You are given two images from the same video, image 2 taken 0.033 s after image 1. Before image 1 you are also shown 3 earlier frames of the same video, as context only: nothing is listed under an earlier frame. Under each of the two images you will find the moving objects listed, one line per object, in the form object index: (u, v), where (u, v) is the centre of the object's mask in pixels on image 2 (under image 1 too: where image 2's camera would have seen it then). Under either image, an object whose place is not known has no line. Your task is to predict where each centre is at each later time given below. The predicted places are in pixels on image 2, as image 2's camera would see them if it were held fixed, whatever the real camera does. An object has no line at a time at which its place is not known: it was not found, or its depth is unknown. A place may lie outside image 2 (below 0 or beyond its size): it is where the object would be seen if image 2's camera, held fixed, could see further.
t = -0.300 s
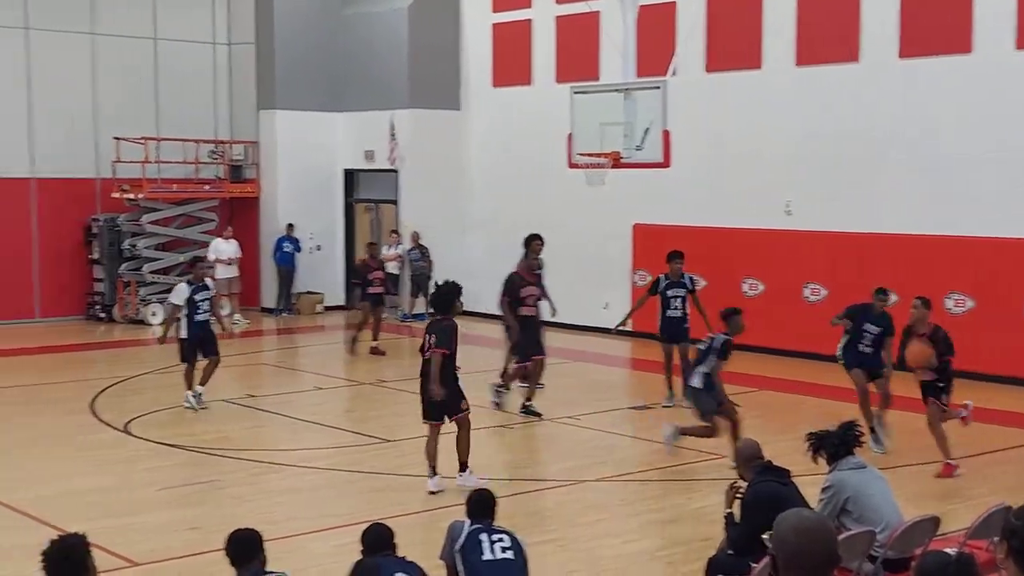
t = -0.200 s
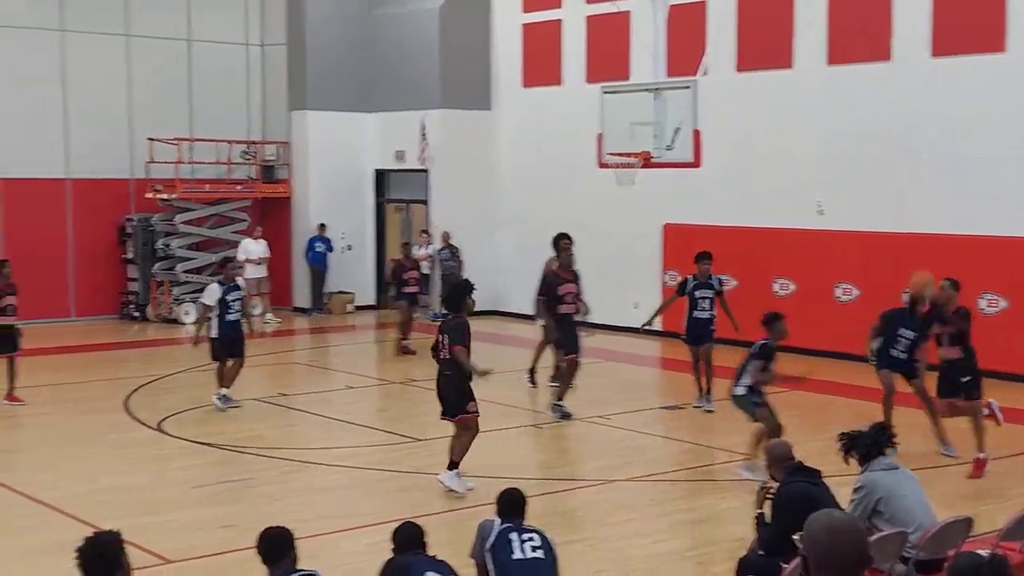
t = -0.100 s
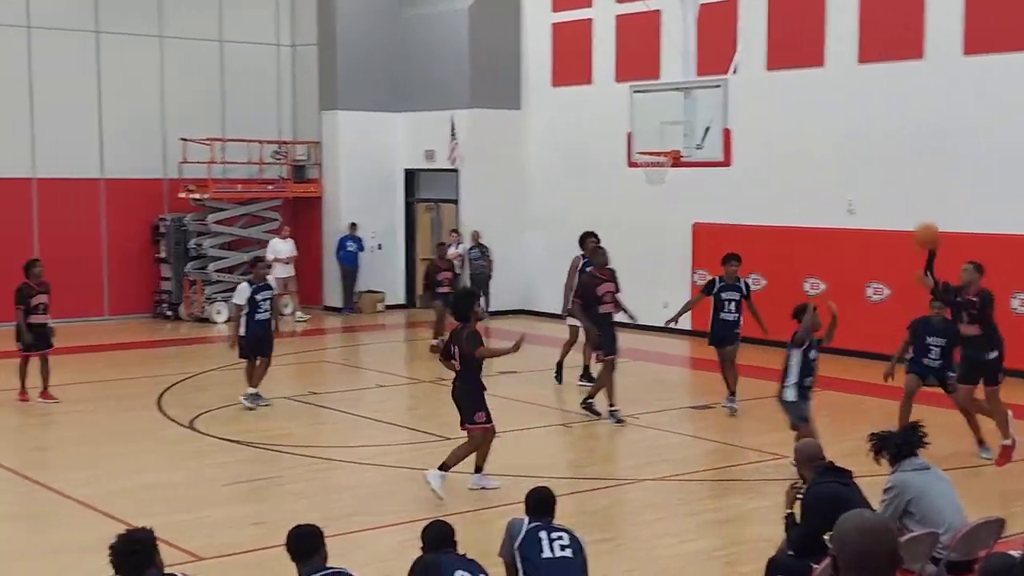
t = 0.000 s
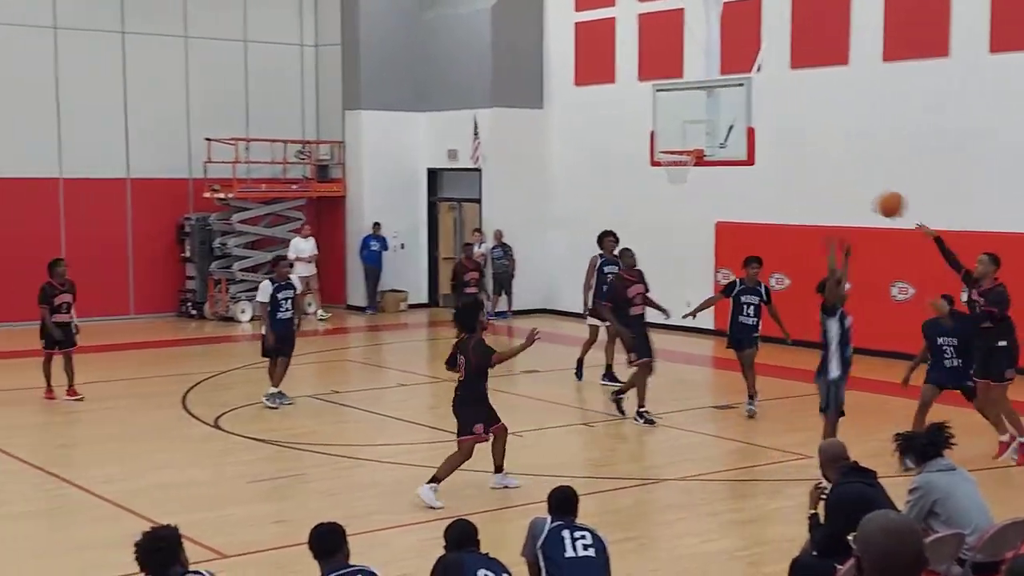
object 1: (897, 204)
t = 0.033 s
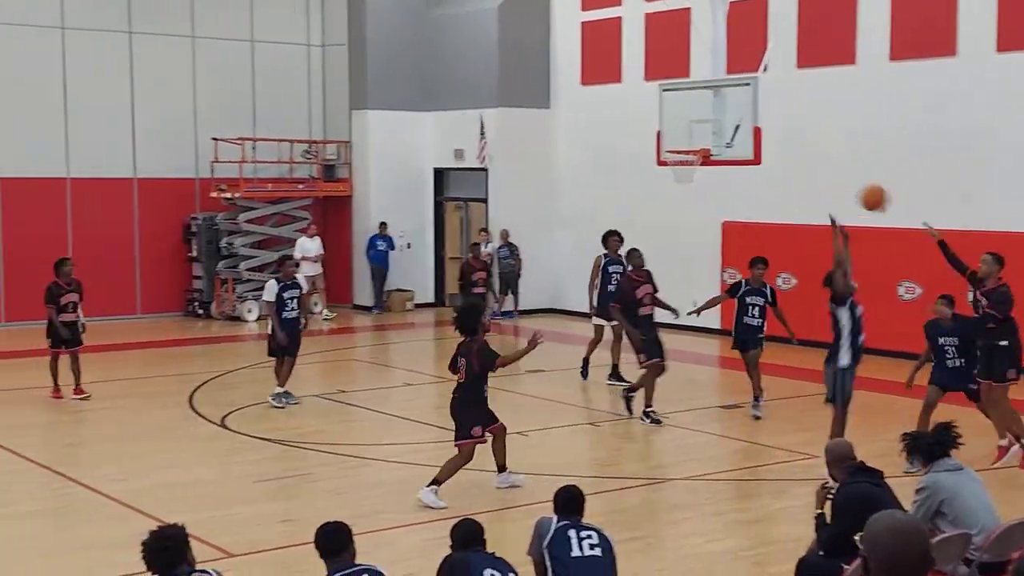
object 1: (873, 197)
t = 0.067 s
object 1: (848, 192)
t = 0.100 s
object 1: (823, 189)
